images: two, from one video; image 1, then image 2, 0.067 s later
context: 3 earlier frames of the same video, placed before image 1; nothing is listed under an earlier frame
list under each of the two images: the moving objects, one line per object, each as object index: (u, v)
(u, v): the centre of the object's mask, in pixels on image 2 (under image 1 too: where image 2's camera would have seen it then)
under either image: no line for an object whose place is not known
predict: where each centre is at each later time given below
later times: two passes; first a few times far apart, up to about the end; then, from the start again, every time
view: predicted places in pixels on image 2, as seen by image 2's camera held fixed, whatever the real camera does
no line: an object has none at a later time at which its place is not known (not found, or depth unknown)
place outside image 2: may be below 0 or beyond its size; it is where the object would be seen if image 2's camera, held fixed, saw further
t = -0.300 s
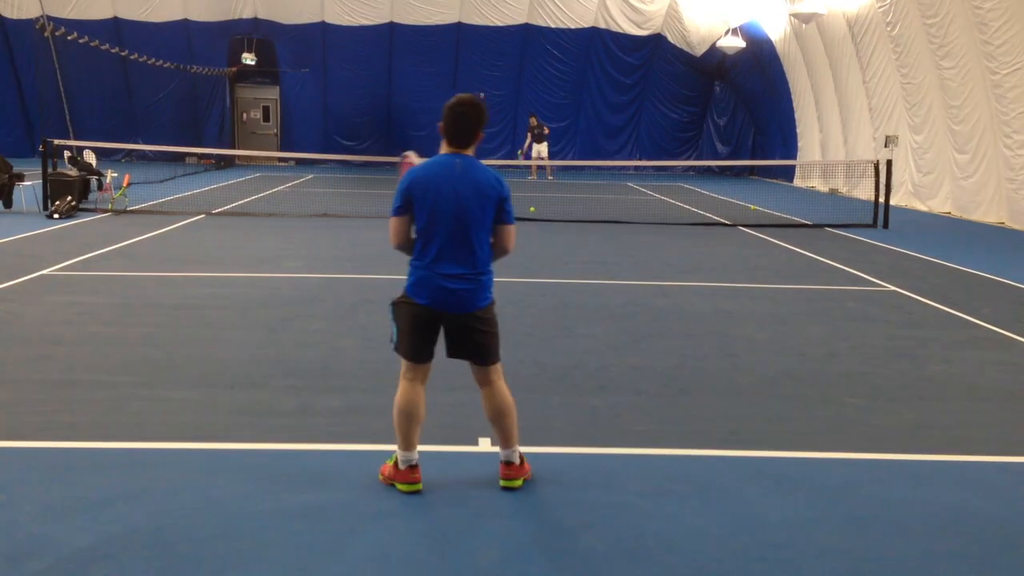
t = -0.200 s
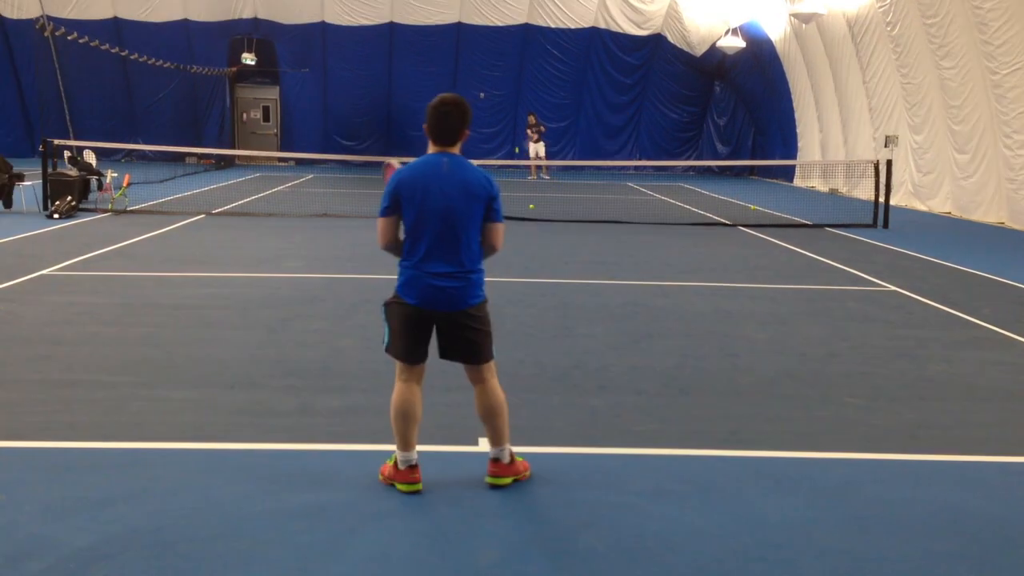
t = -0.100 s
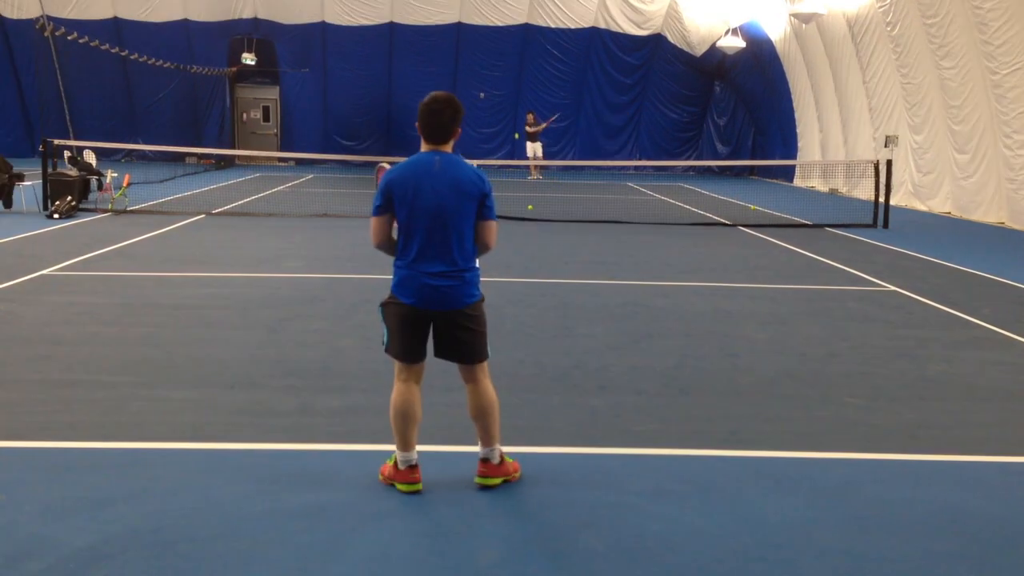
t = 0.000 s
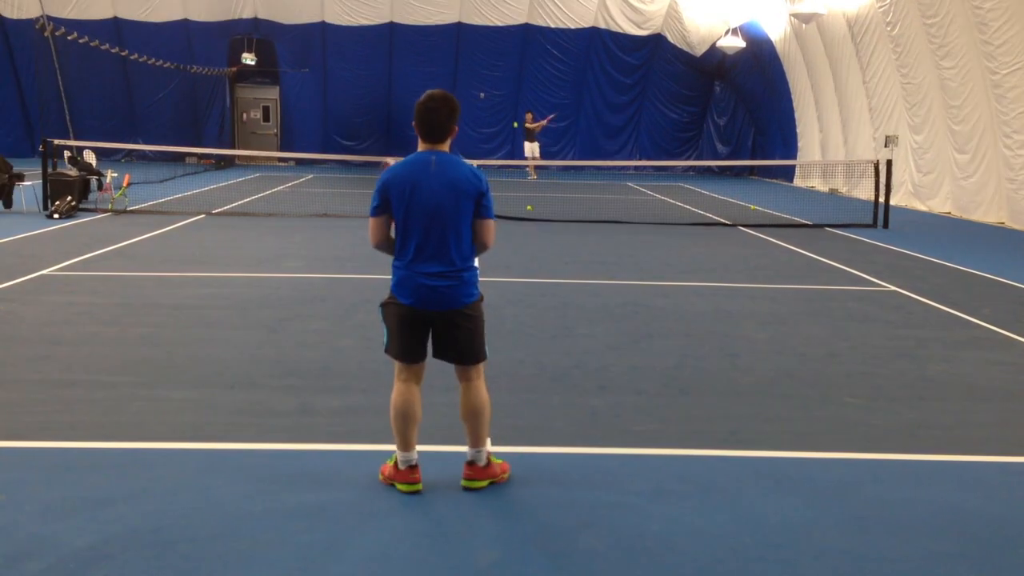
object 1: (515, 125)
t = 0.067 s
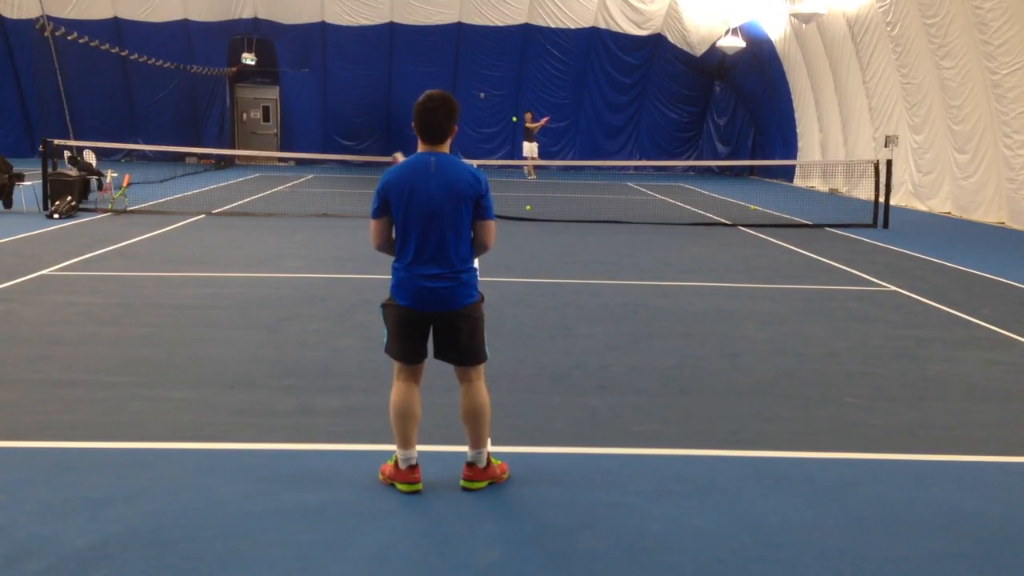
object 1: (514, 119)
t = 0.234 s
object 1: (509, 114)
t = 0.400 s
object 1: (500, 127)
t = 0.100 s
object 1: (513, 117)
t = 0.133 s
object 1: (513, 115)
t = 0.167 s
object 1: (512, 114)
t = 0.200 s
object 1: (510, 113)
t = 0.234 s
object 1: (509, 114)
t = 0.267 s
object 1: (507, 115)
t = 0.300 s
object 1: (506, 117)
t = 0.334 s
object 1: (504, 119)
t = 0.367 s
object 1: (502, 123)
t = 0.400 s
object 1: (500, 127)
